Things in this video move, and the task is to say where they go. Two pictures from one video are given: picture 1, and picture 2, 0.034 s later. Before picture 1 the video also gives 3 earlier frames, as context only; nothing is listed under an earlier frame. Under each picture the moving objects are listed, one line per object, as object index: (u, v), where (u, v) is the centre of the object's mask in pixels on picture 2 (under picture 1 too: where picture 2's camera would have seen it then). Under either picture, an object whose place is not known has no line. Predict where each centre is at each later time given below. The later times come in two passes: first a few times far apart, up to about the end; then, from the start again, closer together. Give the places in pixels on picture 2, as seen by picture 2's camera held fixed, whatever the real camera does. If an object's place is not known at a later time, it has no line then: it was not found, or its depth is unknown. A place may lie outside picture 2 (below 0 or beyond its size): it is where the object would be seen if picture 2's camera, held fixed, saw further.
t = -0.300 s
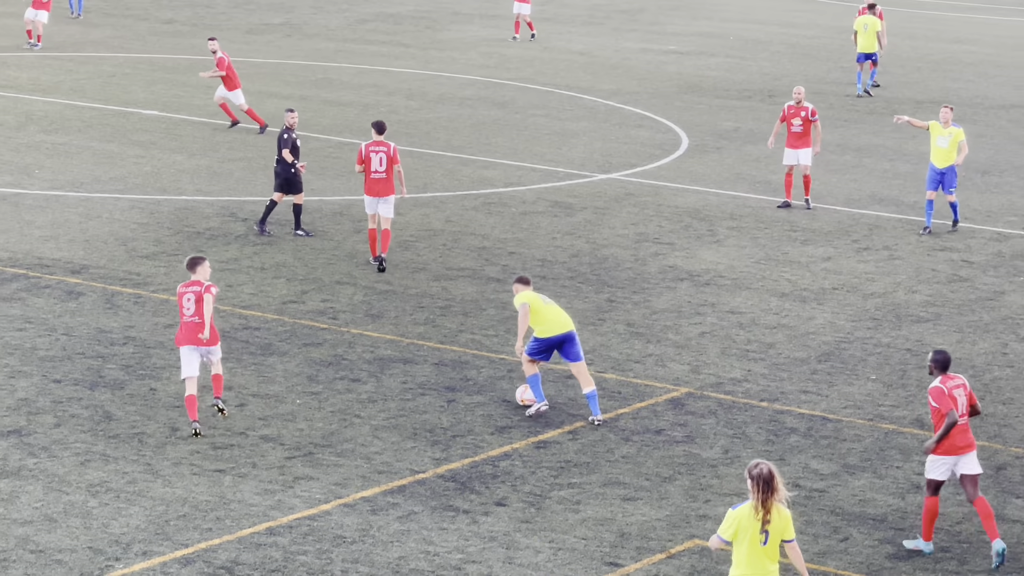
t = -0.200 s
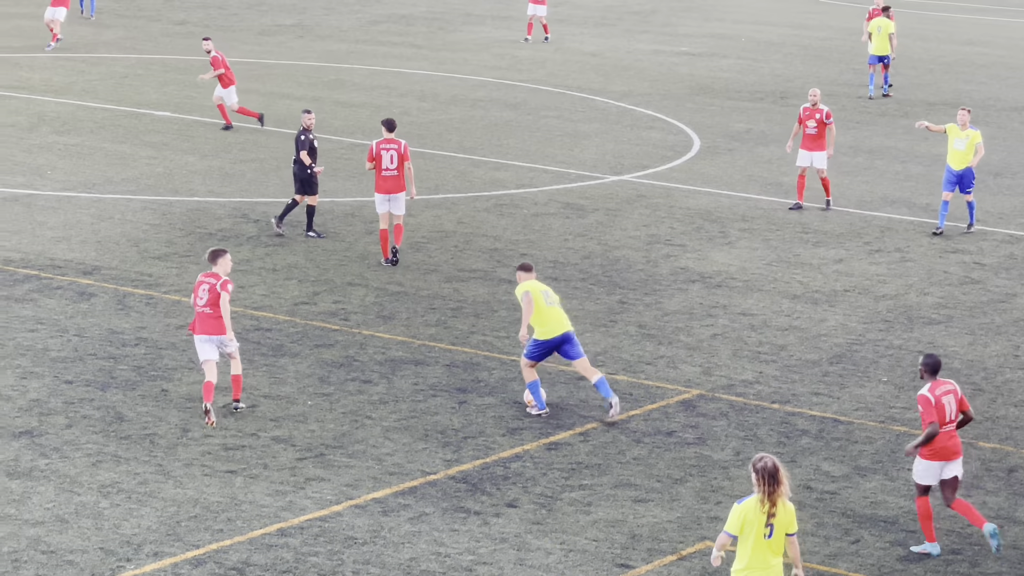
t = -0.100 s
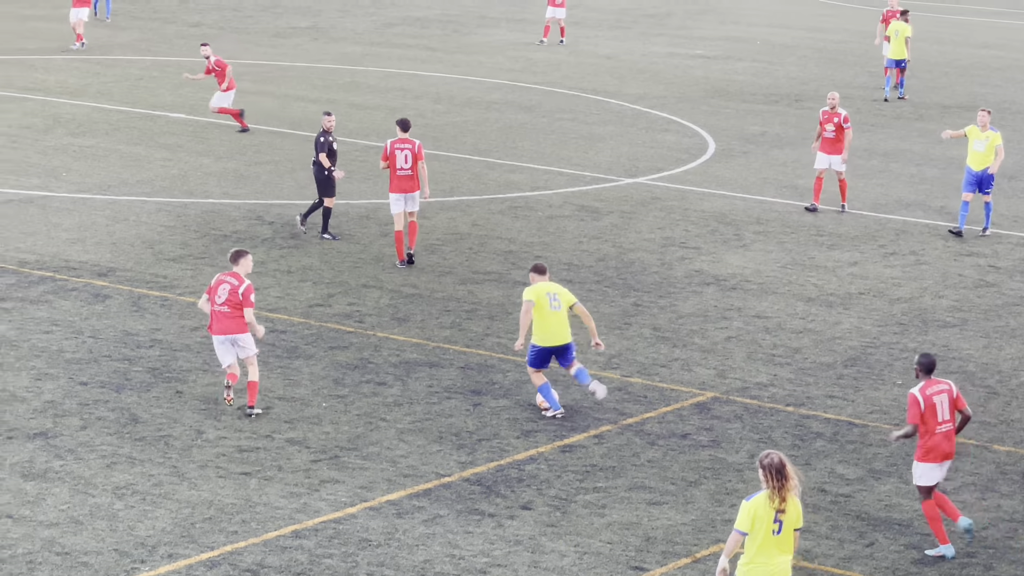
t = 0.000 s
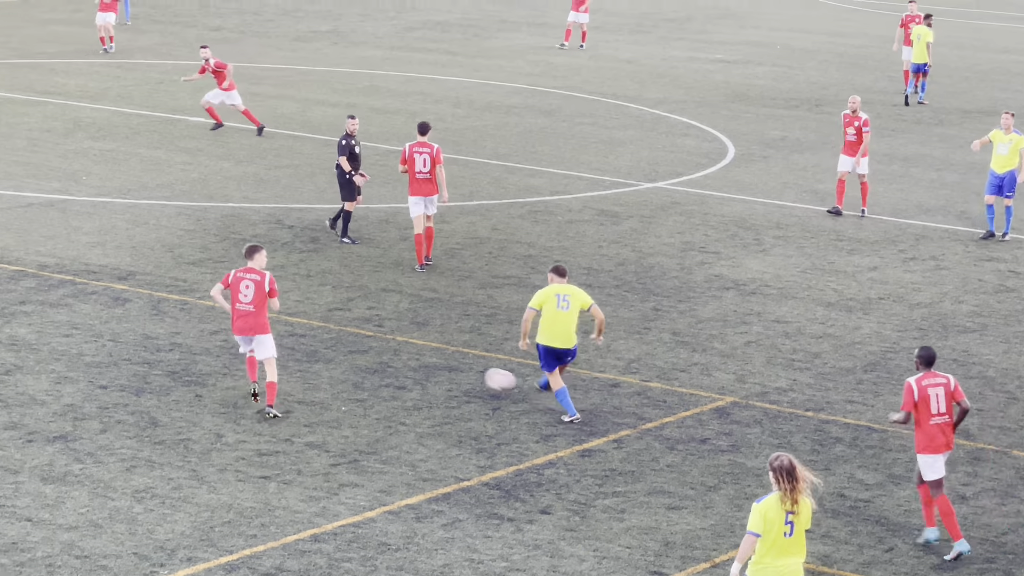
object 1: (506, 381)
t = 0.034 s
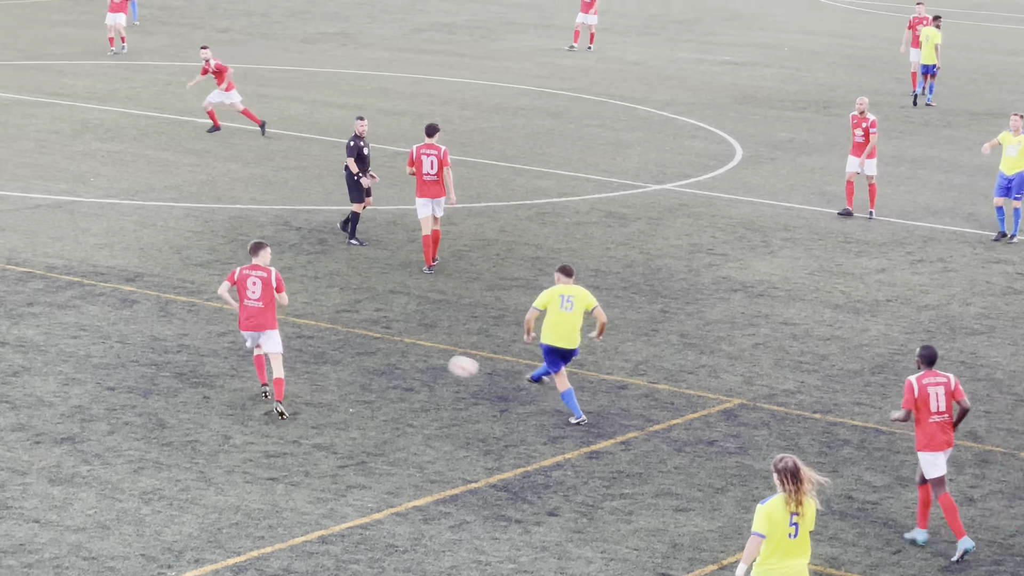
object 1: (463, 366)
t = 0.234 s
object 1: (219, 309)
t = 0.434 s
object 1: (9, 267)
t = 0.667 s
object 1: (-207, 227)
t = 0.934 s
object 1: (-415, 186)
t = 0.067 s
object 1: (420, 353)
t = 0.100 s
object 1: (378, 342)
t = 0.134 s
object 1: (338, 331)
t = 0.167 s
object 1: (297, 323)
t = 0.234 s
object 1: (219, 309)
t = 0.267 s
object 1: (181, 304)
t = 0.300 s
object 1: (144, 300)
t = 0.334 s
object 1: (108, 298)
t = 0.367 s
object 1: (74, 289)
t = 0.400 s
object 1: (41, 277)
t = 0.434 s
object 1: (9, 267)
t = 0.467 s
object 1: (-23, 257)
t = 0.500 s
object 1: (-54, 249)
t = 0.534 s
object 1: (-86, 242)
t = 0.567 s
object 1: (-117, 236)
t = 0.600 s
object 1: (-148, 232)
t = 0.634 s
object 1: (-177, 228)
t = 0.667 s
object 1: (-207, 227)
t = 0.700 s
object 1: (-238, 226)
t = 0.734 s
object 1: (-266, 225)
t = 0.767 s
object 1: (-293, 215)
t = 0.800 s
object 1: (-318, 207)
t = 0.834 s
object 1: (-343, 200)
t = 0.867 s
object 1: (-368, 195)
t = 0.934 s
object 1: (-415, 186)
